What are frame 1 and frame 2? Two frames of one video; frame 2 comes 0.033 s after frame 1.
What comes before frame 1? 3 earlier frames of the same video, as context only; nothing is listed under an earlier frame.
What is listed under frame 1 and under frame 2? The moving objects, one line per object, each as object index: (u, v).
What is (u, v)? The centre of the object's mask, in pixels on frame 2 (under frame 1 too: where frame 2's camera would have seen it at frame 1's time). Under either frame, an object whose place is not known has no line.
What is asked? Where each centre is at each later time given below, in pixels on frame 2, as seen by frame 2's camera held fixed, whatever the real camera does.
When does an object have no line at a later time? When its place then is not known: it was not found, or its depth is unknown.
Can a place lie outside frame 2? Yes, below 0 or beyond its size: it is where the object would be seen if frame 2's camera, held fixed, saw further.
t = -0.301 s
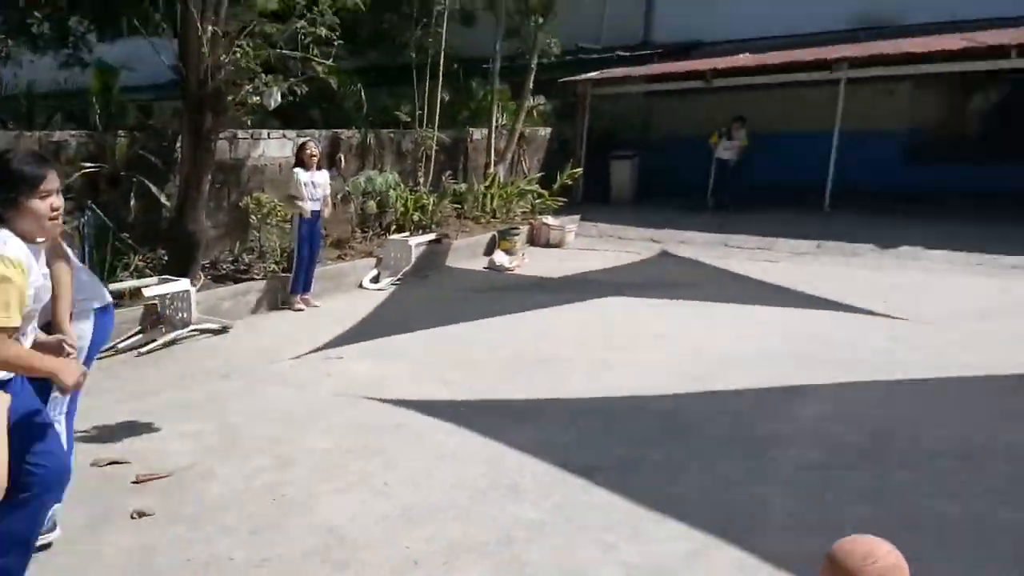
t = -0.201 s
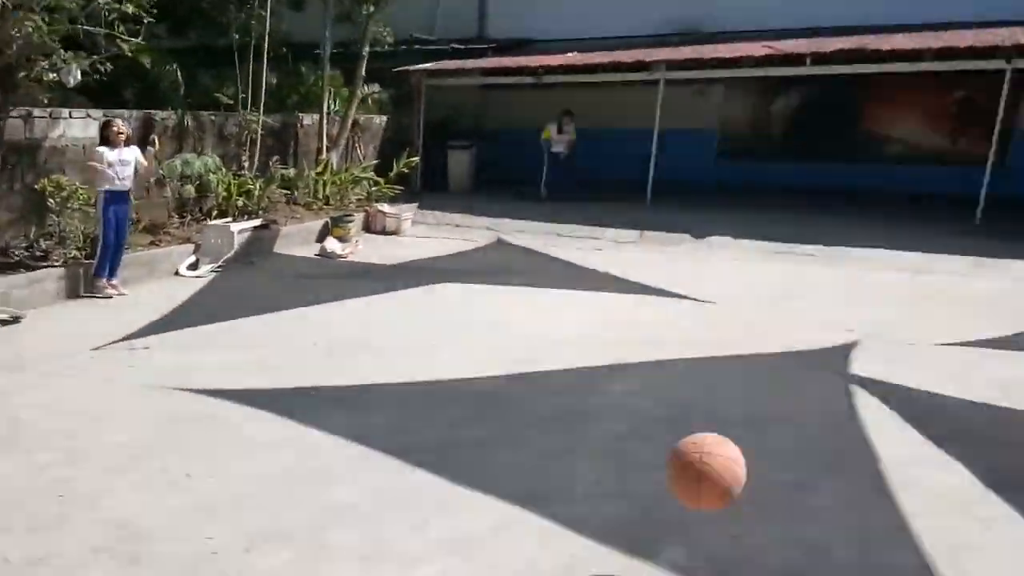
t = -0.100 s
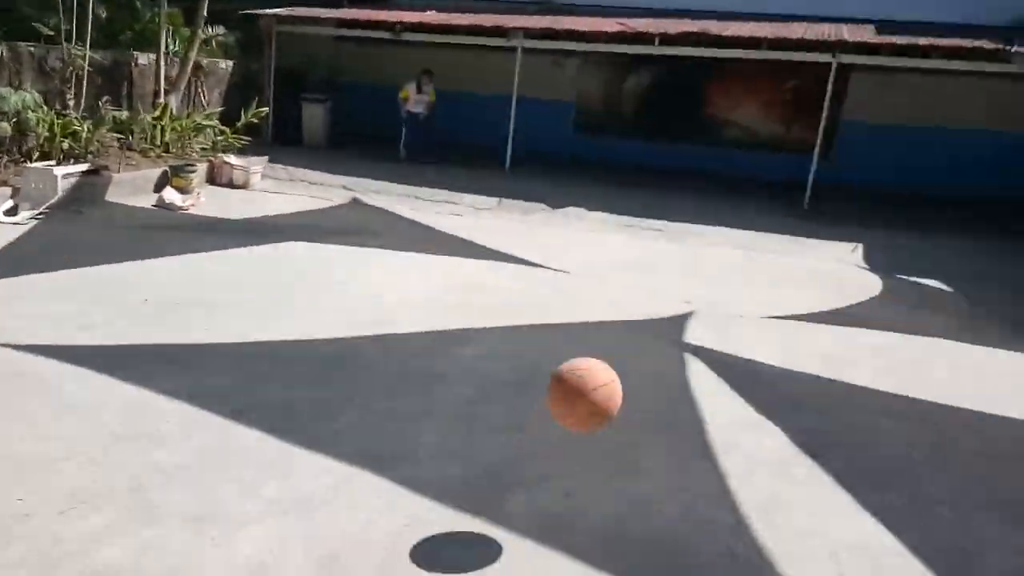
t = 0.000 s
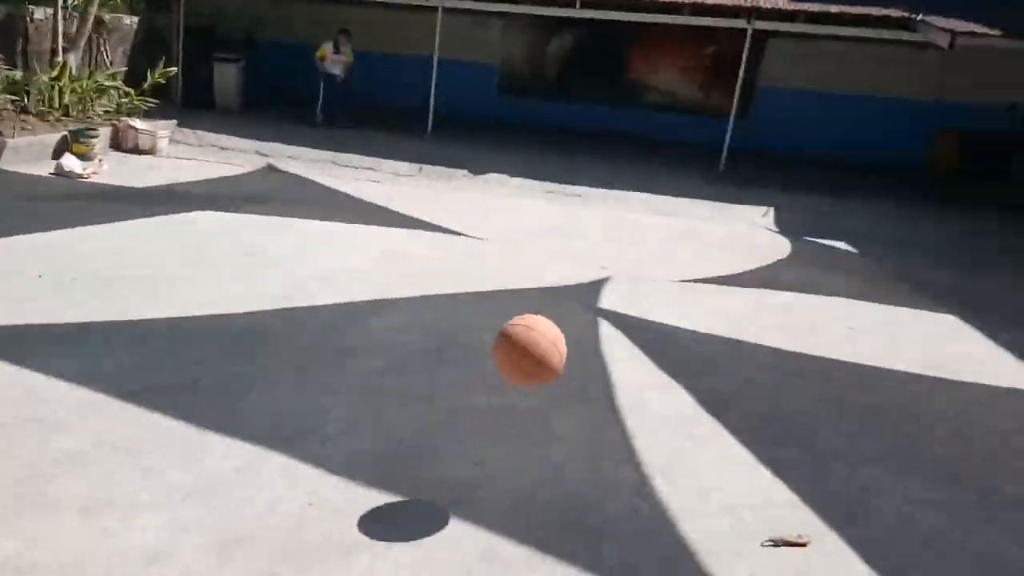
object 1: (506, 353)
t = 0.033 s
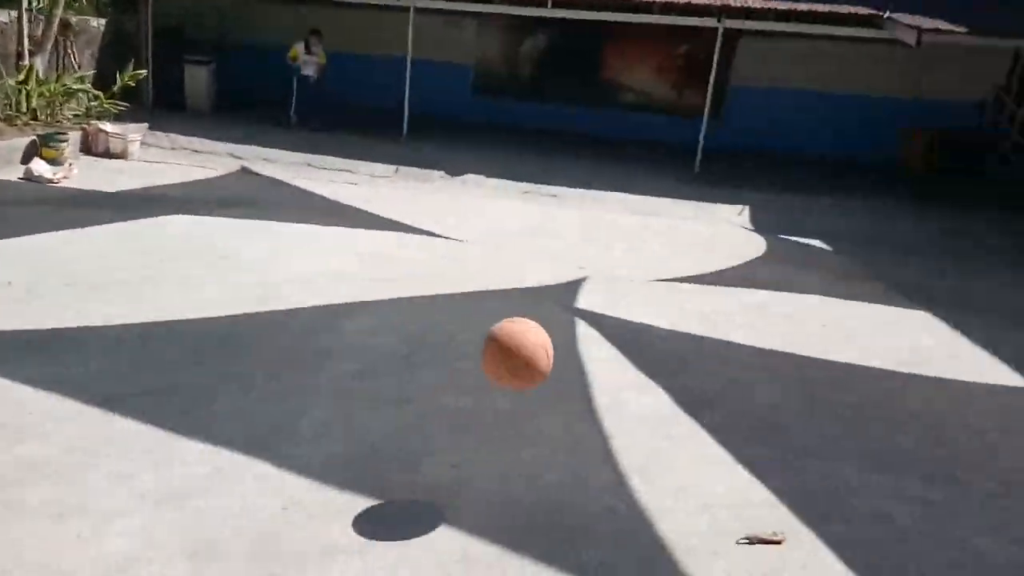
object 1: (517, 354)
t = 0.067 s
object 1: (527, 359)
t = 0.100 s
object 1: (536, 368)
